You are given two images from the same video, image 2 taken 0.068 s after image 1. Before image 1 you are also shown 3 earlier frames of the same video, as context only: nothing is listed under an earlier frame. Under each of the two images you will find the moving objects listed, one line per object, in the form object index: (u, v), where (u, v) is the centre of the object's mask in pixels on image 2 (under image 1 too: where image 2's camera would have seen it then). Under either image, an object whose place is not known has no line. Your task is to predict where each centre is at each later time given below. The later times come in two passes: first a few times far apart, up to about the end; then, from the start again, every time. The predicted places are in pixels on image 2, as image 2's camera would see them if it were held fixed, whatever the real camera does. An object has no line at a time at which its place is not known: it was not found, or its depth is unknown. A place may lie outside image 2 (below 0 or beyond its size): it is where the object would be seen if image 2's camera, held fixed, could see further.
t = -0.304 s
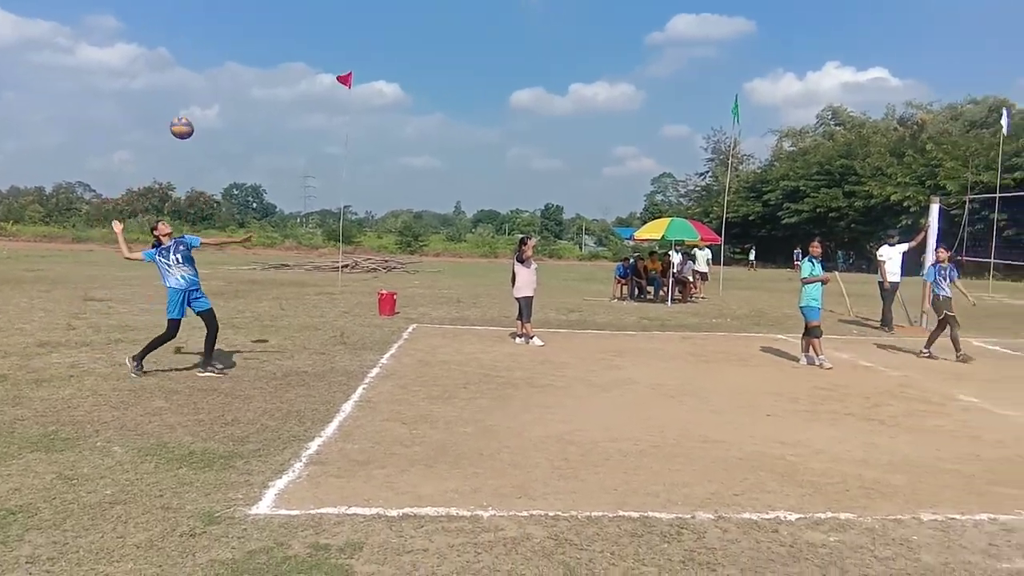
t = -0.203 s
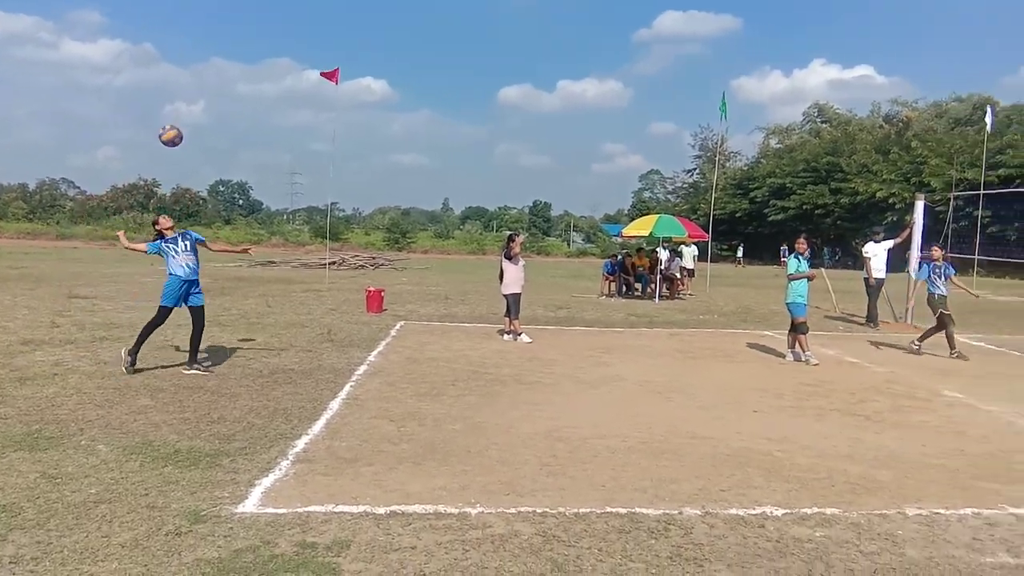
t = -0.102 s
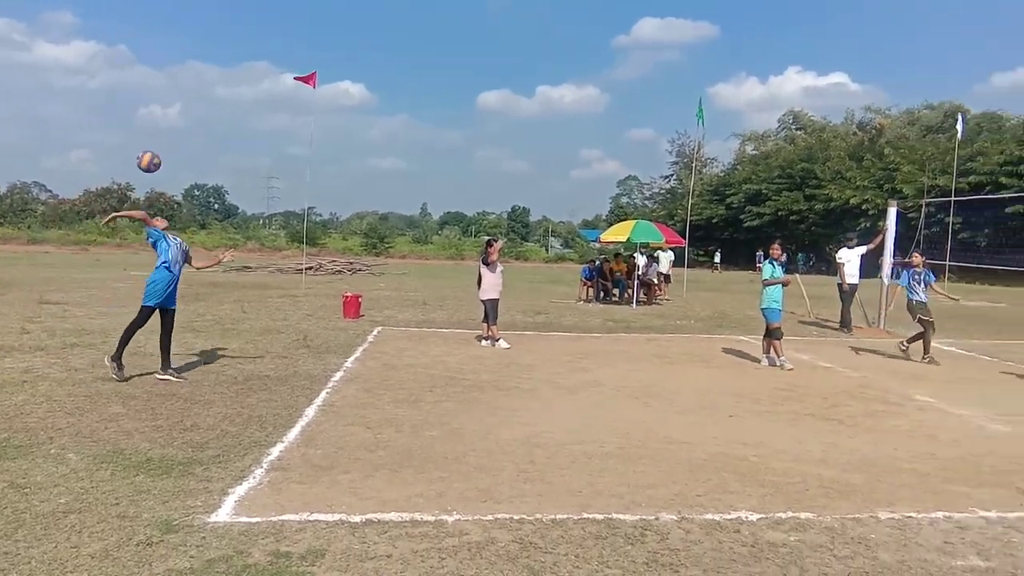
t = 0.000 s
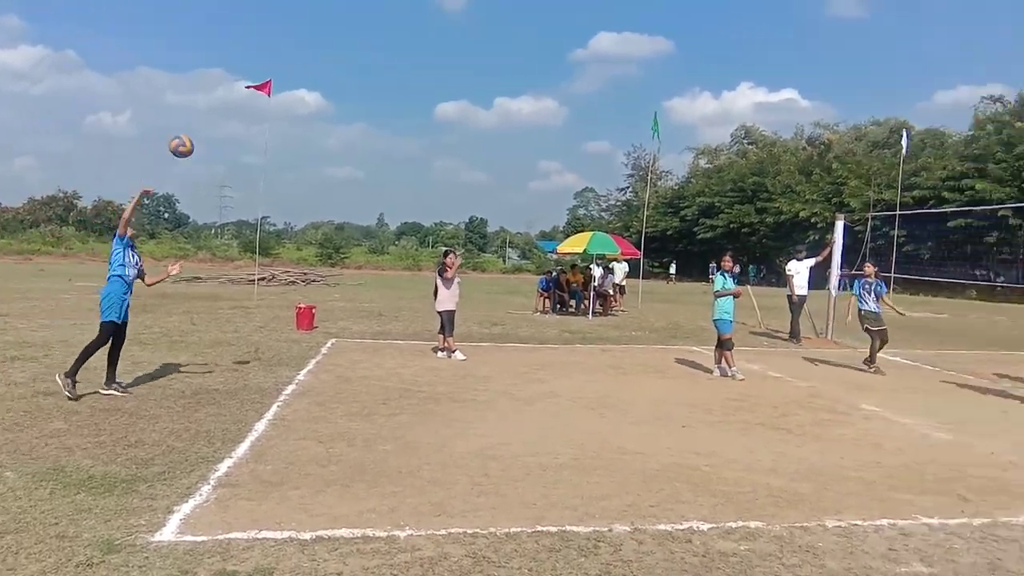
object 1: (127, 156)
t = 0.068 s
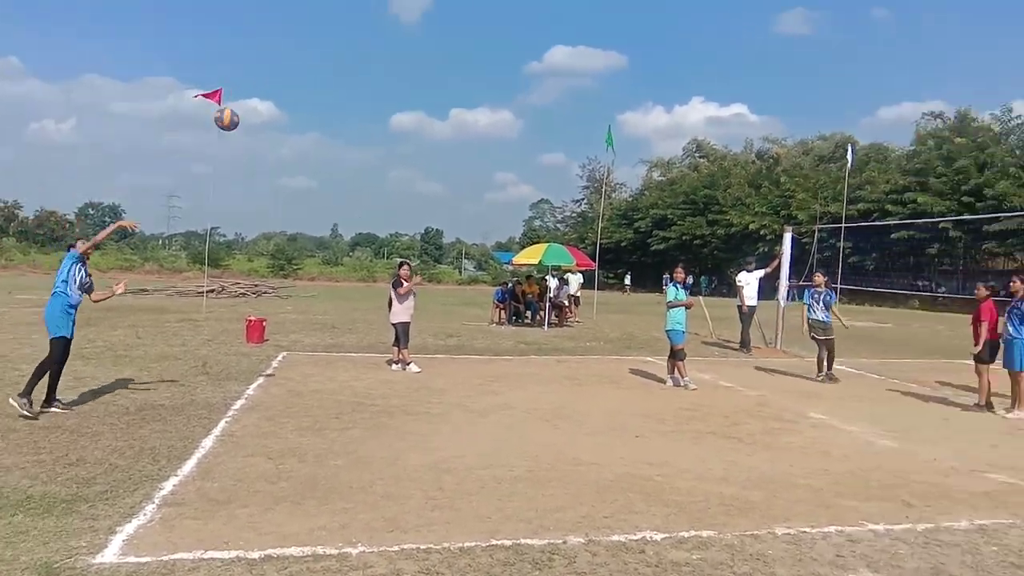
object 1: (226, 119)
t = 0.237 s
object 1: (470, 54)
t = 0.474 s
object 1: (795, 24)
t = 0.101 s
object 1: (275, 103)
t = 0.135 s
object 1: (324, 88)
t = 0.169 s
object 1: (373, 74)
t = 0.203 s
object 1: (421, 63)
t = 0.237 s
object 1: (470, 54)
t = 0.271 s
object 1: (517, 46)
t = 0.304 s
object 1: (564, 39)
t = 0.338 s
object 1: (608, 33)
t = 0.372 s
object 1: (656, 29)
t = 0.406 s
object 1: (703, 26)
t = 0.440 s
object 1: (748, 24)
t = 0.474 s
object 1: (795, 24)
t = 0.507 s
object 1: (841, 24)
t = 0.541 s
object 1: (886, 26)
